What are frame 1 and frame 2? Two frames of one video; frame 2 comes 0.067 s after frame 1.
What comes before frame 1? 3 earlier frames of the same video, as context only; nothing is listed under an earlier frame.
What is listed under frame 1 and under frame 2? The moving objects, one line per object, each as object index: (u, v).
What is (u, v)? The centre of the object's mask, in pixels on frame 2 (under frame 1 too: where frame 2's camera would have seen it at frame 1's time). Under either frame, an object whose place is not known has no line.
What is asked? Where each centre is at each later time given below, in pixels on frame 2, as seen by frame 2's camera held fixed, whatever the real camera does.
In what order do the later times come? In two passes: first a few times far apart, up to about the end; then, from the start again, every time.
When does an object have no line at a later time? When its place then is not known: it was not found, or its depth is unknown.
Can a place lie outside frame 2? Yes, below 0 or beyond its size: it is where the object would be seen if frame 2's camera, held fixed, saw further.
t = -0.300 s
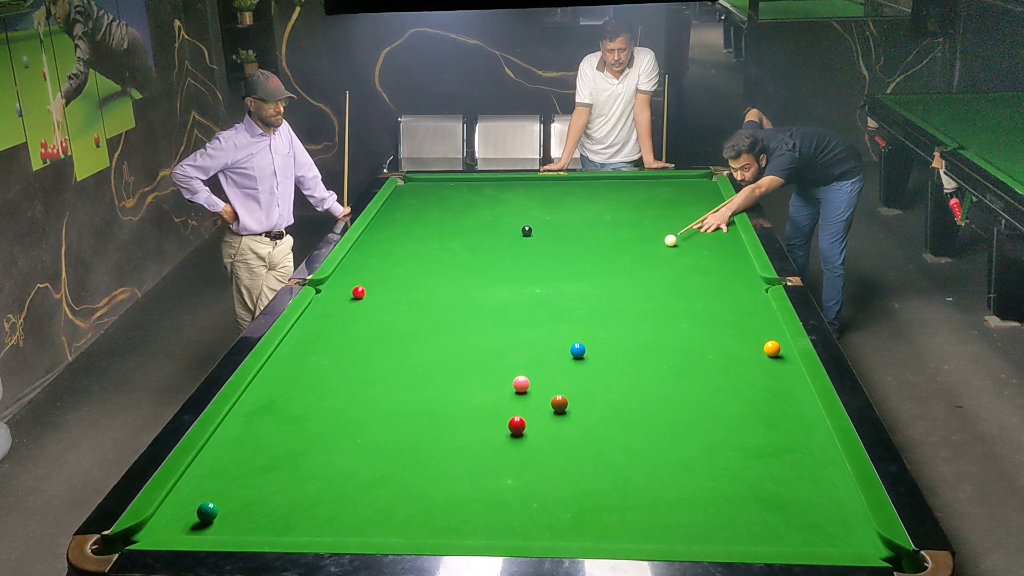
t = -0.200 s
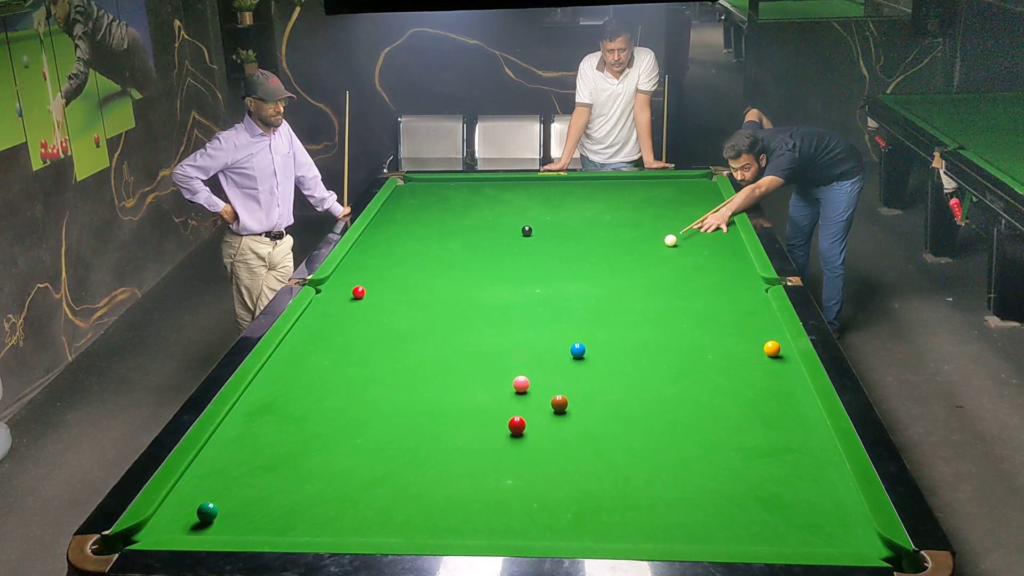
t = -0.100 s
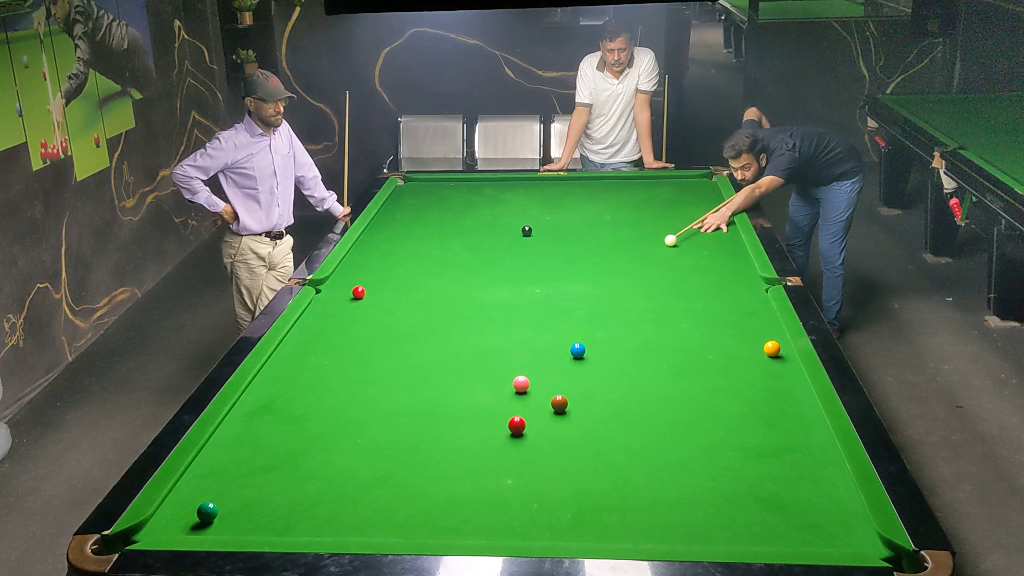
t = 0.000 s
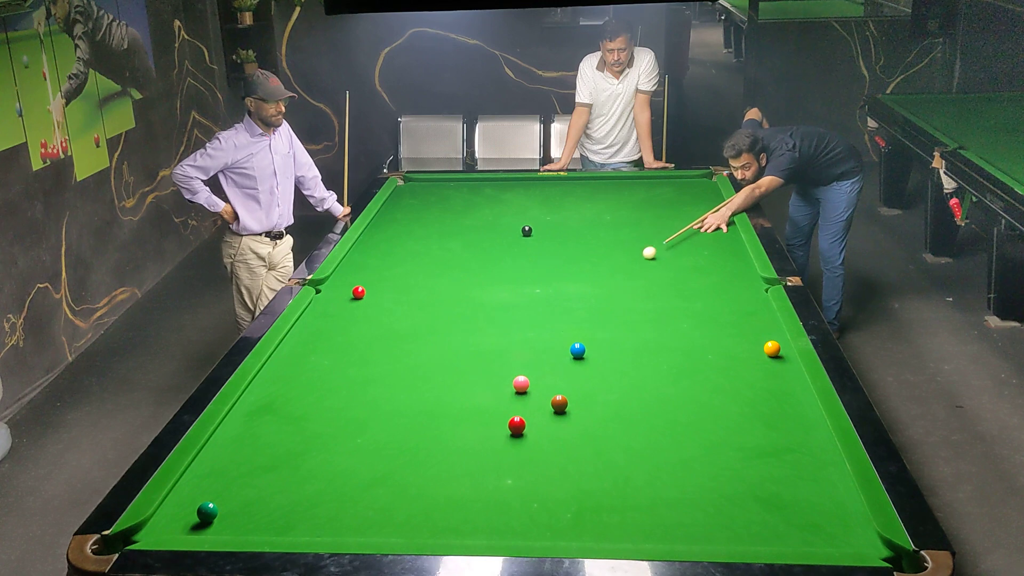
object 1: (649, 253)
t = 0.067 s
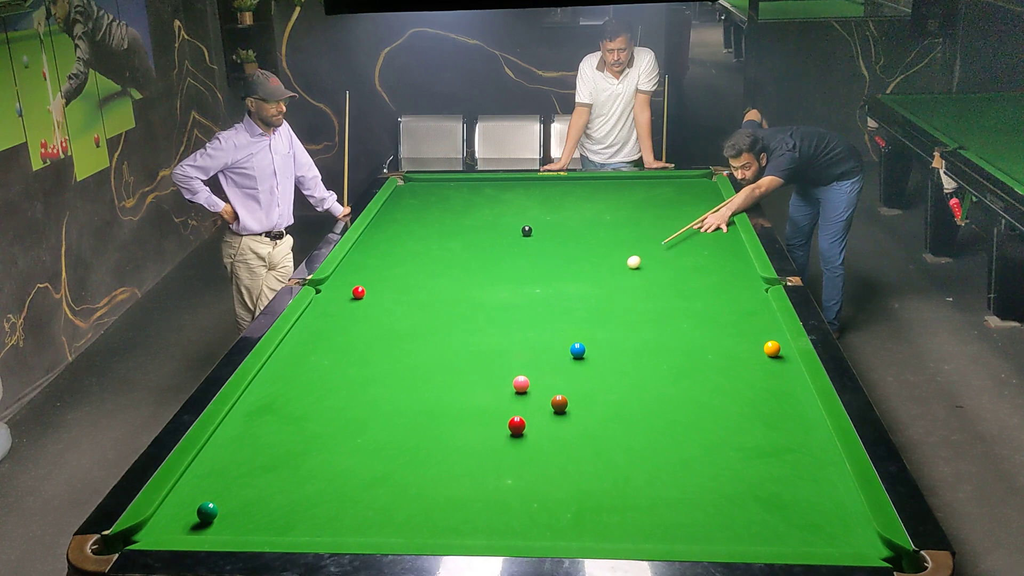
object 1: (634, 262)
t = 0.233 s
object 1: (595, 285)
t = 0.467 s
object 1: (534, 322)
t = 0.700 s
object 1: (461, 365)
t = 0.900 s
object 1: (387, 410)
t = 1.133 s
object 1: (282, 473)
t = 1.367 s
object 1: (225, 529)
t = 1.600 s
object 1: (250, 500)
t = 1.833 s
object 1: (272, 470)
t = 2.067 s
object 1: (291, 445)
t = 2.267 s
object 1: (306, 426)
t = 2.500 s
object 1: (321, 407)
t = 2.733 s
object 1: (335, 390)
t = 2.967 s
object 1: (347, 376)
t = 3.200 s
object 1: (358, 363)
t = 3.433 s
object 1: (367, 351)
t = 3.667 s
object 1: (375, 341)
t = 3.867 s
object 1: (382, 334)
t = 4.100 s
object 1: (389, 326)
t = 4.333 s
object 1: (395, 319)
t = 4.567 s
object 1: (400, 313)
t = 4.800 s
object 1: (405, 308)
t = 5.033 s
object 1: (408, 303)
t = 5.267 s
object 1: (411, 300)
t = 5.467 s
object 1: (414, 297)
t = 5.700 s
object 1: (416, 295)
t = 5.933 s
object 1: (418, 293)
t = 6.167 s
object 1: (419, 292)
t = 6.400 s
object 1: (419, 292)
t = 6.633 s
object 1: (419, 292)
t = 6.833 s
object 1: (419, 292)
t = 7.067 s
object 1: (419, 292)
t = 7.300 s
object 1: (419, 292)
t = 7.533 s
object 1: (419, 292)
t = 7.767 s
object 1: (419, 292)
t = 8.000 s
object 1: (419, 292)
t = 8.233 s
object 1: (419, 292)
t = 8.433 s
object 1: (419, 292)
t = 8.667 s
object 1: (419, 292)
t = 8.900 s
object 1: (419, 292)
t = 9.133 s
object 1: (419, 292)
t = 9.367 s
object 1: (419, 292)
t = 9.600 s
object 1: (419, 292)
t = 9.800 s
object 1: (419, 292)
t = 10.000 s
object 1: (419, 292)
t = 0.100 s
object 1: (626, 266)
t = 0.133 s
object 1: (619, 271)
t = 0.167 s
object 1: (611, 276)
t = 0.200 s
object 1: (603, 280)
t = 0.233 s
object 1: (595, 285)
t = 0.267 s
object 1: (587, 290)
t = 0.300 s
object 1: (579, 295)
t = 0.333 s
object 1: (570, 300)
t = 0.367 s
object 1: (561, 305)
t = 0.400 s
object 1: (553, 311)
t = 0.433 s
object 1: (543, 316)
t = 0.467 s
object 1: (534, 322)
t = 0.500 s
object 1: (524, 328)
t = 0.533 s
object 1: (514, 333)
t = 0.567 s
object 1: (504, 339)
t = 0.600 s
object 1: (494, 346)
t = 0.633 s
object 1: (483, 352)
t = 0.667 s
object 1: (473, 358)
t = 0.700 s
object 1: (461, 365)
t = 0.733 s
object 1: (450, 372)
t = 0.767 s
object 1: (438, 379)
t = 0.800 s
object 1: (426, 387)
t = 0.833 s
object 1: (413, 394)
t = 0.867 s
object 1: (401, 402)
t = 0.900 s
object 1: (387, 410)
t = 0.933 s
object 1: (374, 418)
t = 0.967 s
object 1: (360, 426)
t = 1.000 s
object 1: (345, 436)
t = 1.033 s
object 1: (330, 444)
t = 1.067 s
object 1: (314, 454)
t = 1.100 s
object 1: (298, 464)
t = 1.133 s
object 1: (282, 473)
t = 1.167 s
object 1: (265, 484)
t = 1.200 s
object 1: (247, 495)
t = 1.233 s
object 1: (229, 506)
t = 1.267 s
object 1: (229, 512)
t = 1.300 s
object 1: (229, 518)
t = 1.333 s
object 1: (228, 525)
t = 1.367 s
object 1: (225, 529)
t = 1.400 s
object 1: (227, 528)
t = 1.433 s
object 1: (232, 524)
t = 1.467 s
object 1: (236, 519)
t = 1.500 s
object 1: (239, 514)
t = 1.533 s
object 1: (243, 509)
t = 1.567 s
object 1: (246, 504)
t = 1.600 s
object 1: (250, 500)
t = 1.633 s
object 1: (253, 495)
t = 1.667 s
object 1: (256, 491)
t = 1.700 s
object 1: (259, 487)
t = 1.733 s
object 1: (263, 482)
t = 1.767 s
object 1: (266, 478)
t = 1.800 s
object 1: (269, 474)
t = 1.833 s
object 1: (272, 470)
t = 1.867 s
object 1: (275, 466)
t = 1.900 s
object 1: (278, 463)
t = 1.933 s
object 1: (281, 459)
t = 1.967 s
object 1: (283, 455)
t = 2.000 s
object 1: (286, 452)
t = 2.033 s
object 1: (289, 449)
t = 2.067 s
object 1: (291, 445)
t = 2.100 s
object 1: (294, 442)
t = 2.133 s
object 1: (296, 439)
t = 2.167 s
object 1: (299, 435)
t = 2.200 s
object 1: (301, 432)
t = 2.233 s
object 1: (304, 429)
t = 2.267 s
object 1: (306, 426)
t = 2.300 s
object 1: (308, 423)
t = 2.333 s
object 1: (310, 420)
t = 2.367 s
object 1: (313, 418)
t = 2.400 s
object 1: (315, 415)
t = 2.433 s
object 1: (317, 412)
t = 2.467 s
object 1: (319, 410)
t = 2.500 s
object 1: (321, 407)
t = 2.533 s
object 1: (323, 404)
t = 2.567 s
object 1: (325, 402)
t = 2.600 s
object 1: (327, 400)
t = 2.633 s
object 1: (329, 398)
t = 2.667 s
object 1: (331, 395)
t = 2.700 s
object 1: (333, 393)
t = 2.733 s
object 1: (335, 390)
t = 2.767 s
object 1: (336, 388)
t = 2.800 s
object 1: (338, 386)
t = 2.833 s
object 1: (340, 384)
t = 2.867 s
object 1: (342, 382)
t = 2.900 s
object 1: (343, 380)
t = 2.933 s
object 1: (345, 378)
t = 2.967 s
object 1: (347, 376)
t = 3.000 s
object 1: (348, 374)
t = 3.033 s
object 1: (350, 372)
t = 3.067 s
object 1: (352, 370)
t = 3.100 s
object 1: (353, 368)
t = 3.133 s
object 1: (354, 366)
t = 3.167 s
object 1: (356, 364)
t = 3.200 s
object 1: (358, 363)
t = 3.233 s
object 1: (359, 361)
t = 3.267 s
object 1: (360, 359)
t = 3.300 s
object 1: (362, 358)
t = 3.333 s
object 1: (363, 356)
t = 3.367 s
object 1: (364, 355)
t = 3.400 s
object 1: (366, 353)
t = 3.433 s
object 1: (367, 351)
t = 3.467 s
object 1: (368, 350)
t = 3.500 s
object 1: (370, 348)
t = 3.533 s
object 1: (371, 347)
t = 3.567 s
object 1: (372, 345)
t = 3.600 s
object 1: (373, 344)
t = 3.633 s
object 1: (374, 343)
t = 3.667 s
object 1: (375, 341)
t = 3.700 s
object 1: (376, 340)
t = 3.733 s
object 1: (377, 339)
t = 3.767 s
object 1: (378, 337)
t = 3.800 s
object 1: (380, 336)
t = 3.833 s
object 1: (381, 335)
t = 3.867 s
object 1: (382, 334)
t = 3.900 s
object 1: (383, 332)
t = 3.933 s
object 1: (384, 331)
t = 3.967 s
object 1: (385, 330)
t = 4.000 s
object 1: (386, 329)
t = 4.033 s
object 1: (387, 328)
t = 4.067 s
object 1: (388, 327)
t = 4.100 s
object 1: (389, 326)
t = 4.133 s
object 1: (390, 324)
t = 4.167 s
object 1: (391, 323)
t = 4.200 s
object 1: (391, 323)
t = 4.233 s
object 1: (392, 322)
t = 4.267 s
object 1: (393, 321)
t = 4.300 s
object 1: (394, 320)
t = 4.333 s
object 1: (395, 319)
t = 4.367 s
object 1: (396, 318)
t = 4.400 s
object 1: (396, 317)
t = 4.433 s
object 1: (397, 316)
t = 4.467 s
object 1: (398, 315)
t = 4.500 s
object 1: (399, 314)
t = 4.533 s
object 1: (399, 314)
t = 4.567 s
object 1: (400, 313)
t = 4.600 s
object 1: (401, 312)
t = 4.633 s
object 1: (401, 311)
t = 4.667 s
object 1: (402, 310)
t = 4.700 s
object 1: (403, 310)
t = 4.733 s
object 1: (403, 309)
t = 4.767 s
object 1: (404, 308)
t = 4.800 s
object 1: (405, 308)
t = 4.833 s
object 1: (405, 307)
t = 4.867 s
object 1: (405, 306)
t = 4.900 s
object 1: (406, 306)
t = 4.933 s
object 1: (407, 305)
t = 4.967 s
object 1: (407, 304)
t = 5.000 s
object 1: (408, 304)
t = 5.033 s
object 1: (408, 303)
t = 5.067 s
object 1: (409, 303)
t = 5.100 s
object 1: (409, 302)
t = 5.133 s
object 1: (410, 302)
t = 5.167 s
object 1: (410, 301)
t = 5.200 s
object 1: (411, 301)
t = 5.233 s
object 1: (411, 300)
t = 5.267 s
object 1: (411, 300)
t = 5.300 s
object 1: (412, 299)
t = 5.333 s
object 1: (412, 299)
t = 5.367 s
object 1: (413, 299)
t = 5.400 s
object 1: (413, 298)
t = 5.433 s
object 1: (413, 298)
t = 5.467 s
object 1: (414, 297)
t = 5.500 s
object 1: (414, 297)
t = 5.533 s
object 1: (414, 297)
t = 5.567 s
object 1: (415, 296)
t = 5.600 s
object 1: (415, 296)
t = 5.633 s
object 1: (415, 295)
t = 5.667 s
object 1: (416, 295)
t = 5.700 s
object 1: (416, 295)
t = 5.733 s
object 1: (416, 295)
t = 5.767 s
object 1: (416, 295)
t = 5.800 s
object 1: (417, 294)
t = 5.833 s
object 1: (417, 294)
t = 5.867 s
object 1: (417, 294)
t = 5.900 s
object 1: (418, 294)
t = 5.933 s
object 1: (418, 293)
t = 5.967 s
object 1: (418, 293)
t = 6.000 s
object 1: (418, 293)
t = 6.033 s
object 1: (418, 293)
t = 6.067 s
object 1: (418, 293)
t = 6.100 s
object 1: (419, 293)
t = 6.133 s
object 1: (419, 293)
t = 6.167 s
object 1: (419, 292)
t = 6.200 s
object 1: (419, 292)
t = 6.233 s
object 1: (419, 292)
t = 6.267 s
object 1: (419, 292)
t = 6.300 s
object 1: (419, 292)
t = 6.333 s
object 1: (419, 292)
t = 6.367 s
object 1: (419, 292)
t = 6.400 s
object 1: (419, 292)
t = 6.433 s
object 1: (419, 292)
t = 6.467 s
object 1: (419, 292)
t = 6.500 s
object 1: (419, 292)
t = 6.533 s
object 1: (419, 292)
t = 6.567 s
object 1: (419, 292)
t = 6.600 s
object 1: (419, 292)
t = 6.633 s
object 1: (419, 292)
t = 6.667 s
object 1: (419, 292)
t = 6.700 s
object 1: (419, 292)
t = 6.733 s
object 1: (419, 292)
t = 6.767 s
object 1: (419, 292)
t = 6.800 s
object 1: (419, 292)
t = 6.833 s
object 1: (419, 292)
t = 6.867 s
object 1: (419, 292)
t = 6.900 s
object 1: (419, 292)
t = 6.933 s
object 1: (419, 292)
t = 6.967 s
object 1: (419, 292)
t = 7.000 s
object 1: (419, 292)
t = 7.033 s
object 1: (419, 292)
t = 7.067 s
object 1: (419, 292)
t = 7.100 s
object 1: (419, 292)
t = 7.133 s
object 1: (419, 292)
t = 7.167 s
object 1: (419, 292)
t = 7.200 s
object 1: (419, 292)
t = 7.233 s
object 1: (419, 292)
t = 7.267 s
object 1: (419, 292)
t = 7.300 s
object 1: (419, 292)
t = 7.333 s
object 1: (419, 292)
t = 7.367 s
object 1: (419, 292)
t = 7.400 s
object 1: (419, 292)
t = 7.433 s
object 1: (419, 292)
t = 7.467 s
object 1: (419, 292)
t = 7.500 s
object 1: (419, 292)
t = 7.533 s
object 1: (419, 292)
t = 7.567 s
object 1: (419, 292)
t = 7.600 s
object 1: (419, 292)
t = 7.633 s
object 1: (419, 292)
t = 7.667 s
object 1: (419, 292)
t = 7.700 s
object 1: (419, 292)
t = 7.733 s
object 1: (419, 292)
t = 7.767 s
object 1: (419, 292)
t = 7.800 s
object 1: (419, 292)
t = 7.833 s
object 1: (419, 292)
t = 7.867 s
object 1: (419, 292)
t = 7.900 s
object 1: (419, 292)
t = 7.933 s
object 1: (419, 292)
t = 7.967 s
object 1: (419, 292)
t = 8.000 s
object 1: (419, 292)
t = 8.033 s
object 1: (419, 292)
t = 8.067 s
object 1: (419, 292)
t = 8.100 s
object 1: (419, 292)
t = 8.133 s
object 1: (419, 292)
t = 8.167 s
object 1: (419, 292)
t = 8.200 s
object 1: (419, 292)
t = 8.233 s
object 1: (419, 292)
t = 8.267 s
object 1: (419, 292)
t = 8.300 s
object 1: (419, 292)
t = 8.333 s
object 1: (419, 292)
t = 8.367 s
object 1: (419, 292)
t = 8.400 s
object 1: (419, 292)
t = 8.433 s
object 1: (419, 292)
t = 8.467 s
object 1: (419, 292)
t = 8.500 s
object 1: (419, 292)
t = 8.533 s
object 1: (419, 292)
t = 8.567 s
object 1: (419, 292)
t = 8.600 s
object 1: (419, 292)
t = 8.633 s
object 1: (419, 292)
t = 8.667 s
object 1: (419, 292)
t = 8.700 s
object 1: (419, 292)
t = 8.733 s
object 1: (419, 292)
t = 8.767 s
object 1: (419, 292)
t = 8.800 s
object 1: (419, 292)
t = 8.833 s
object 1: (419, 292)
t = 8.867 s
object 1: (419, 292)
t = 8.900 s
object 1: (419, 292)
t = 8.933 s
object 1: (419, 292)
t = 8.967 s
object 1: (419, 292)
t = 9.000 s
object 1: (419, 292)
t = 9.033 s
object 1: (419, 292)
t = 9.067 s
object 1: (419, 292)
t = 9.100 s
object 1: (419, 292)
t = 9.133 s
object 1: (419, 292)
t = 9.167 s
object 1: (419, 292)
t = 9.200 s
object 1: (419, 292)
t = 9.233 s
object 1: (419, 292)
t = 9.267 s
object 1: (419, 292)
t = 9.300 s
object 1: (419, 292)
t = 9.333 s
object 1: (419, 292)
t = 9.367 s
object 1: (419, 292)
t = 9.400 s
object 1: (419, 292)
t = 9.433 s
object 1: (419, 292)
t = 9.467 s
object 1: (419, 292)
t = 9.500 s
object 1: (419, 292)
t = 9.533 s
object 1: (419, 292)
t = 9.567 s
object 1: (419, 292)
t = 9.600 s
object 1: (419, 292)
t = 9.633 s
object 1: (419, 292)
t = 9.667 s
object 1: (419, 292)
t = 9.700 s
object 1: (419, 292)
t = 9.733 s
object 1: (419, 292)
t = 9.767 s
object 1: (419, 292)
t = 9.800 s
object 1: (419, 292)
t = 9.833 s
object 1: (419, 292)
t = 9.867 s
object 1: (419, 292)
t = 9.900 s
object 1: (419, 292)
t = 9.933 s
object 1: (419, 292)
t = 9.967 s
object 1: (419, 292)
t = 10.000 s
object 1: (419, 292)
